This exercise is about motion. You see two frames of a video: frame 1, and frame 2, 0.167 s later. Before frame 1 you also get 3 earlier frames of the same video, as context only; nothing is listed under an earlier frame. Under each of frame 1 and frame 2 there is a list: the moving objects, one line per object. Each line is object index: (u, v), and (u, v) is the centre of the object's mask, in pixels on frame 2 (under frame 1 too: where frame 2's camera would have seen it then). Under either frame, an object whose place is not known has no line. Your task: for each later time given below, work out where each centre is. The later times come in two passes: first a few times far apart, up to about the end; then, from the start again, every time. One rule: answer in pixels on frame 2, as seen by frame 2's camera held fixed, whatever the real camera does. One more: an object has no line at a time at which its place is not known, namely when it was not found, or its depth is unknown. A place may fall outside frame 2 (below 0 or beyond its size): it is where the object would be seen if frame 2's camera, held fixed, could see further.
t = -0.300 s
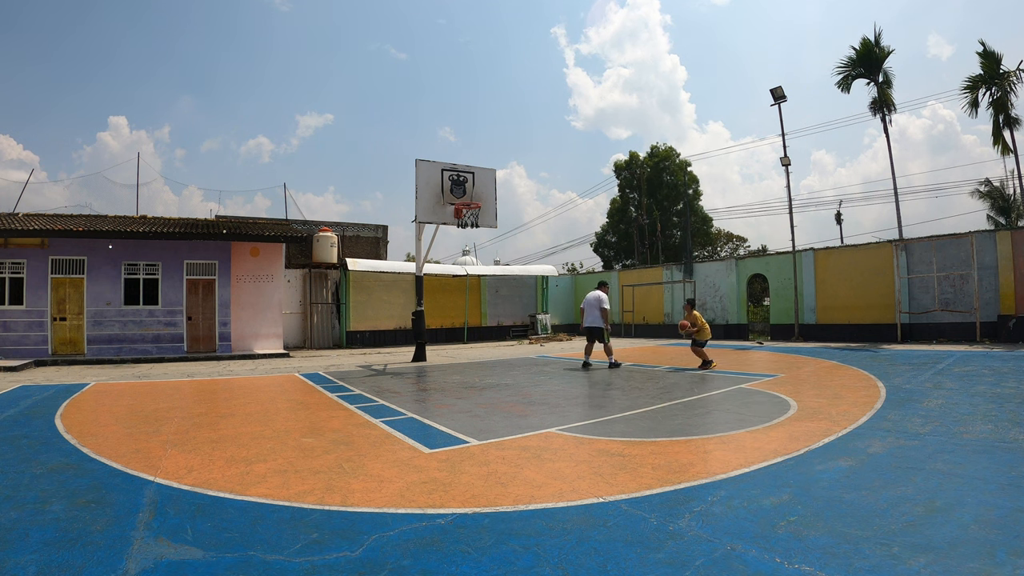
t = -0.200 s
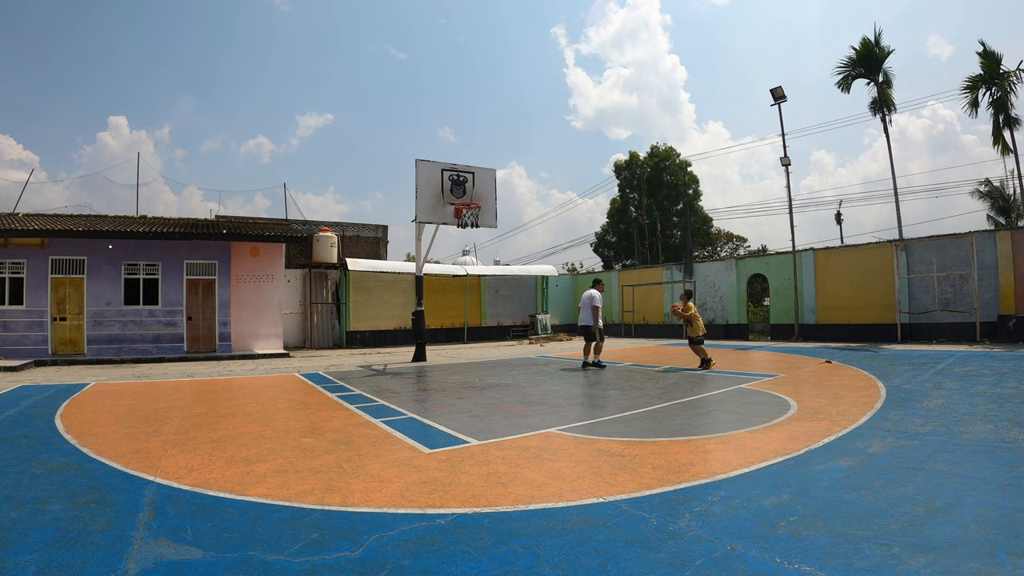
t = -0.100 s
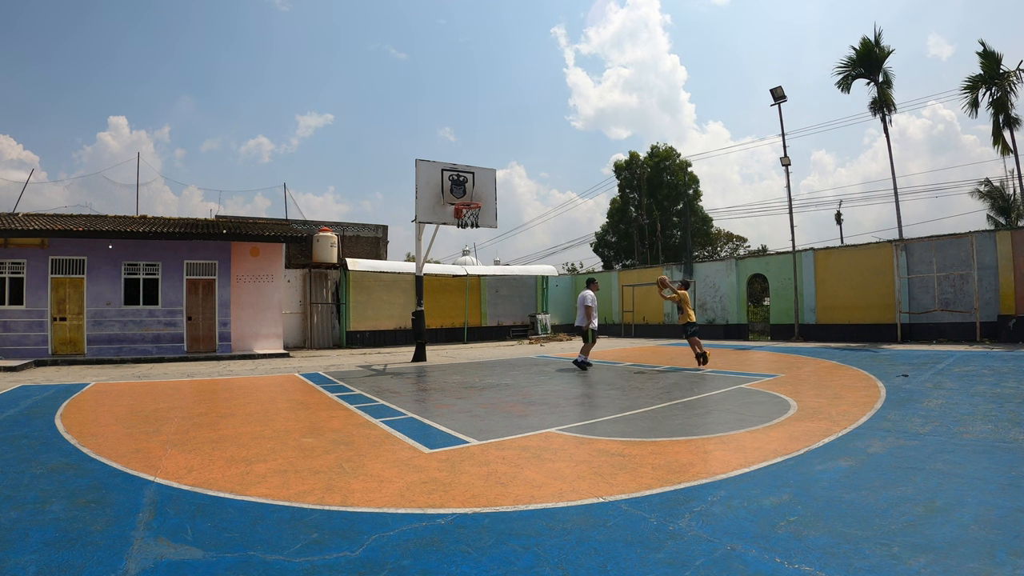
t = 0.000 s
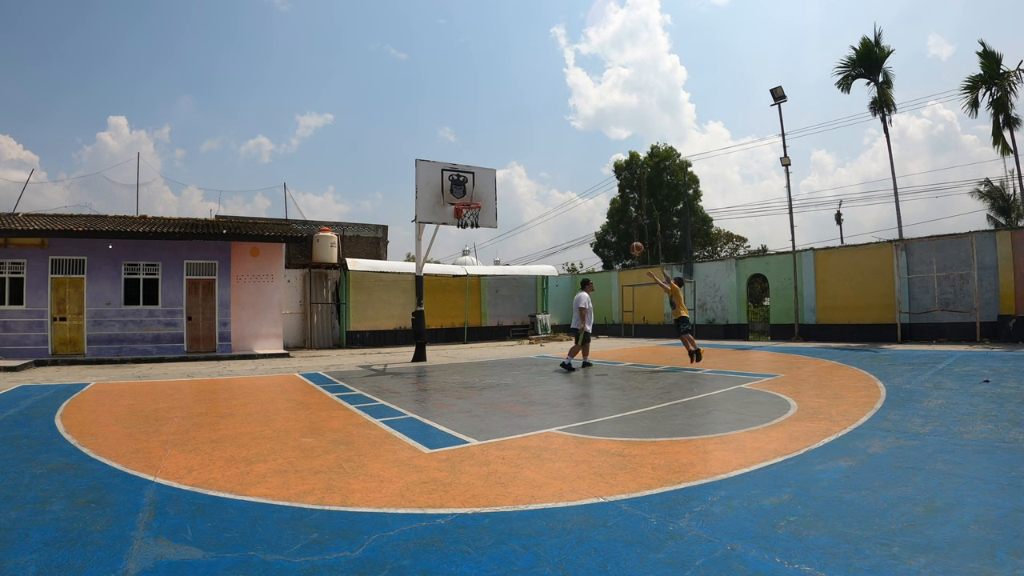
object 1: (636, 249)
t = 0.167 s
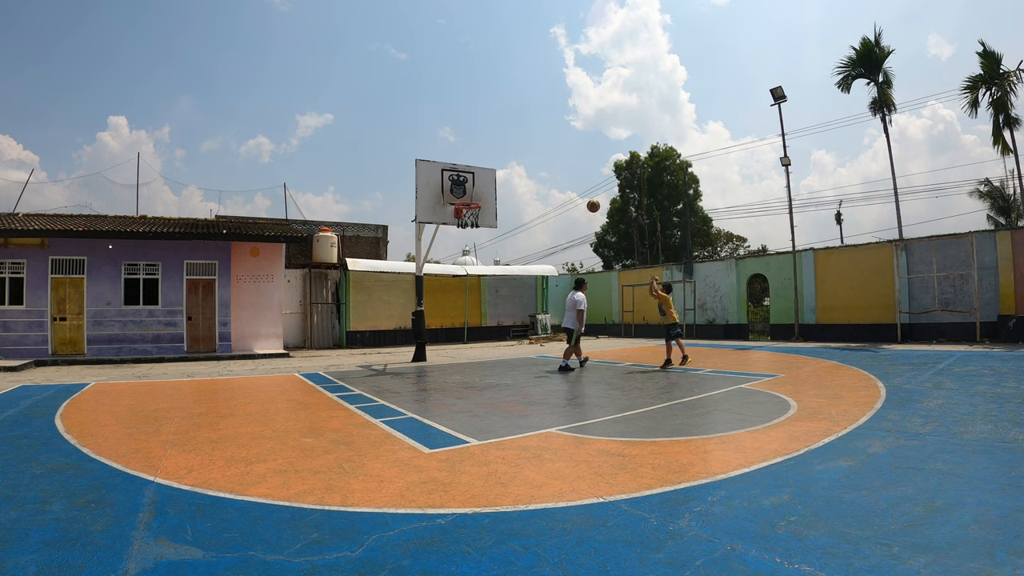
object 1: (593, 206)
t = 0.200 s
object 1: (584, 199)
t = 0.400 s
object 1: (536, 174)
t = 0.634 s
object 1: (483, 172)
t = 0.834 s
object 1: (450, 187)
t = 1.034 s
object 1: (448, 208)
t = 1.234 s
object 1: (446, 257)
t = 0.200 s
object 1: (584, 199)
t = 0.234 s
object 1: (576, 193)
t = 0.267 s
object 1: (568, 188)
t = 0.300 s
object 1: (560, 183)
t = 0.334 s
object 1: (552, 180)
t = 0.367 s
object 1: (544, 176)
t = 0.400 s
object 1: (536, 174)
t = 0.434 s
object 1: (528, 172)
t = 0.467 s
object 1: (520, 170)
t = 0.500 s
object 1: (513, 169)
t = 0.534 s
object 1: (505, 169)
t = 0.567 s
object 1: (498, 170)
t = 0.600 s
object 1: (490, 170)
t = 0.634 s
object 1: (483, 172)
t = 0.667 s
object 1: (476, 174)
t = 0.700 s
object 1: (469, 177)
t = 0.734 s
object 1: (461, 180)
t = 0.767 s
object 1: (454, 184)
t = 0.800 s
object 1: (451, 187)
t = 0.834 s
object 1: (450, 187)
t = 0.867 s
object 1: (450, 189)
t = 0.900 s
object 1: (450, 192)
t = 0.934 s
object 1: (449, 195)
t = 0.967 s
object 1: (449, 198)
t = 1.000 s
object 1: (448, 203)
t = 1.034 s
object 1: (448, 208)
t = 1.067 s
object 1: (447, 214)
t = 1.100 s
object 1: (447, 221)
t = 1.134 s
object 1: (447, 229)
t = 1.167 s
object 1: (446, 238)
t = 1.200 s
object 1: (446, 247)
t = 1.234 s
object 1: (446, 257)
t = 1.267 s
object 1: (445, 269)
